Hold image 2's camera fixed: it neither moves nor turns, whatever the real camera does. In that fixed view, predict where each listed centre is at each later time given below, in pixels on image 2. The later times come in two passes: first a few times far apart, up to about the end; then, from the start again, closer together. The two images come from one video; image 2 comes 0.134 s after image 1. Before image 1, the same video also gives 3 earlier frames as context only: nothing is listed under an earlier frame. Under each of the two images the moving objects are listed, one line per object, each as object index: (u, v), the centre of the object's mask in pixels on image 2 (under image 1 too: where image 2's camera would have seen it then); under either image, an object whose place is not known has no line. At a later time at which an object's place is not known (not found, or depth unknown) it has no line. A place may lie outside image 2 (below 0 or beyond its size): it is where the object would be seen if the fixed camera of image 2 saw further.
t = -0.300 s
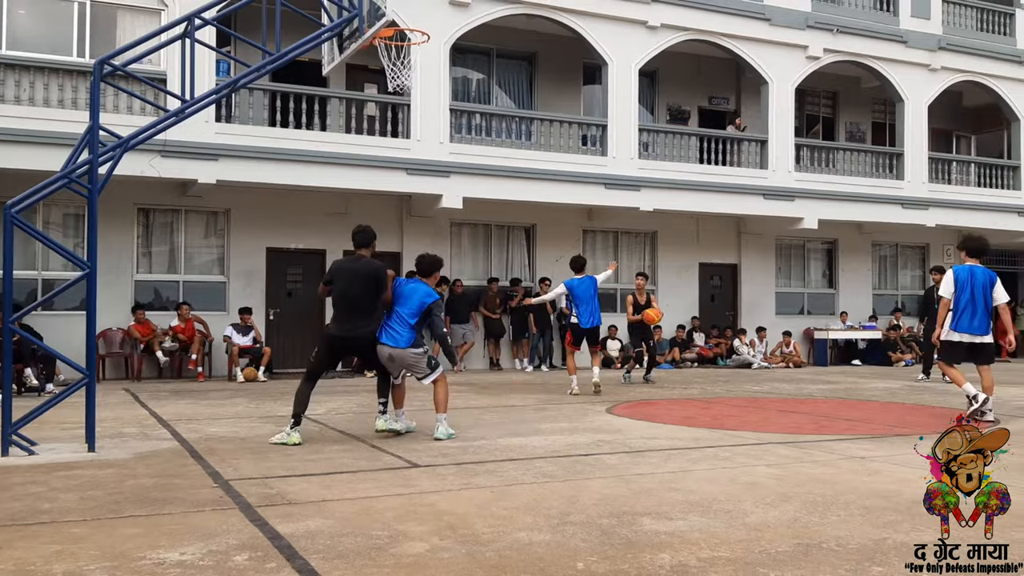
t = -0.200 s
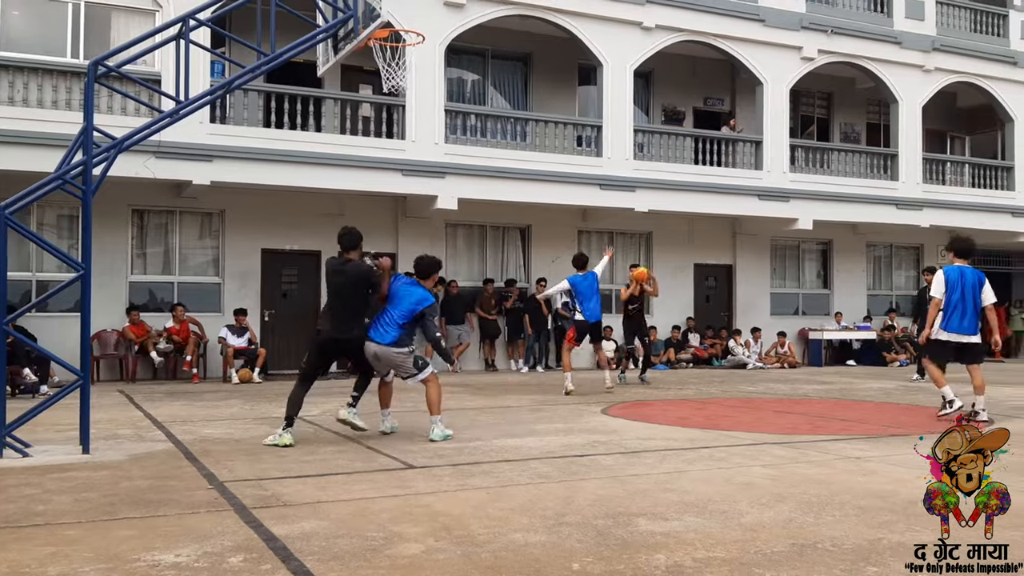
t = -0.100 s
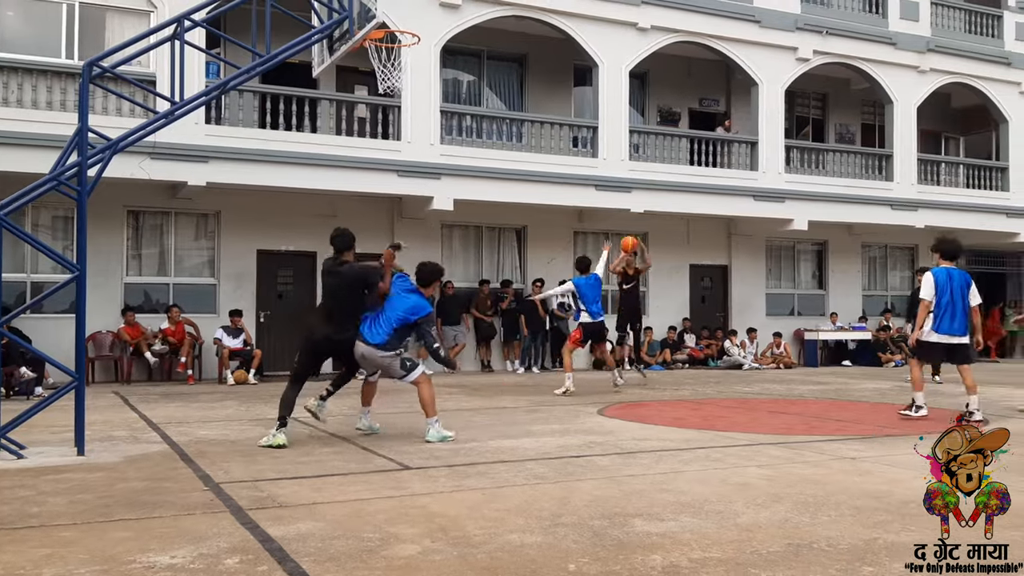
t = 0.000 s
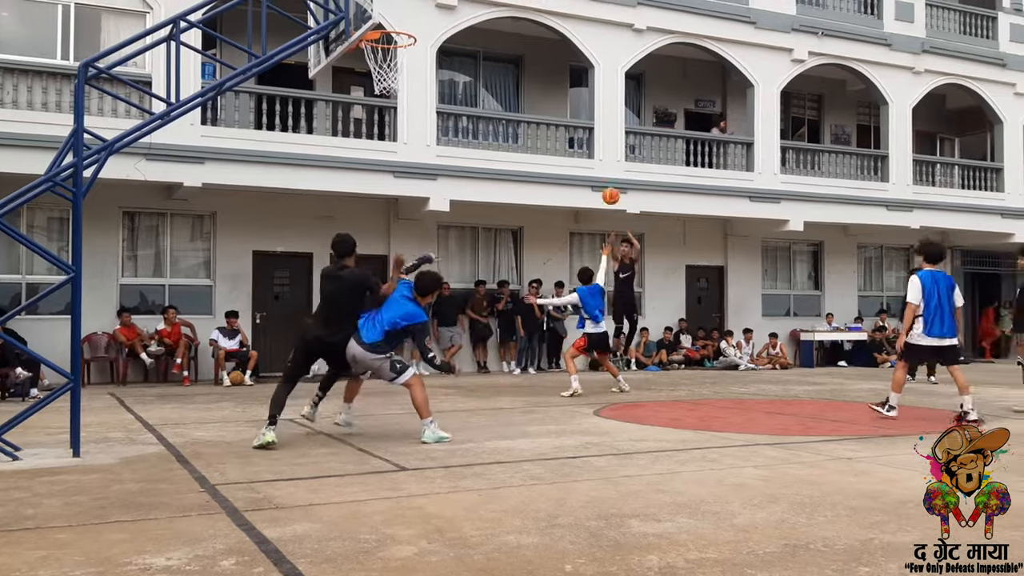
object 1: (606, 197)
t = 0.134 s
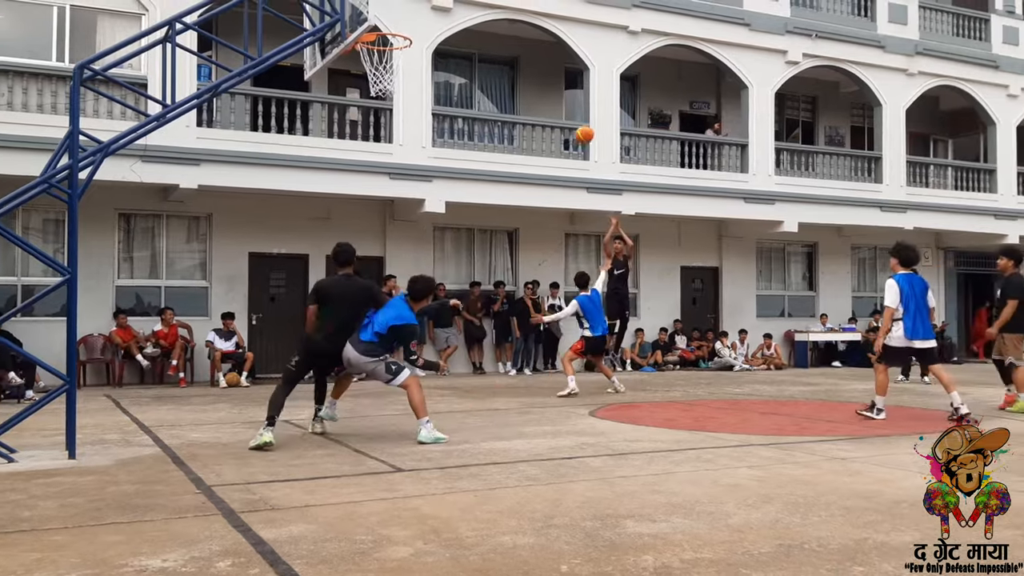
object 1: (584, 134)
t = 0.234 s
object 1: (567, 92)
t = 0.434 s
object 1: (526, 19)
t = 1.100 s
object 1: (378, -3)
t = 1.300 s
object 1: (478, 46)
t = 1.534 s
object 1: (596, 129)
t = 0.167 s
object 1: (579, 120)
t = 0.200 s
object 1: (573, 105)
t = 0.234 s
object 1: (567, 92)
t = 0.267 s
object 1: (560, 78)
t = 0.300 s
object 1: (554, 65)
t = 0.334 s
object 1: (547, 53)
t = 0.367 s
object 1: (540, 41)
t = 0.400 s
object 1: (533, 30)
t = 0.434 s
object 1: (526, 19)
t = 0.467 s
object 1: (518, 9)
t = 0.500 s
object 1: (511, 2)
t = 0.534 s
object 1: (503, -2)
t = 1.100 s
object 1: (378, -3)
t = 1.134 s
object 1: (393, 8)
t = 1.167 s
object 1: (409, 22)
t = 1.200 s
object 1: (425, 30)
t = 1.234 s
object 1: (443, 34)
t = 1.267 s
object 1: (460, 40)
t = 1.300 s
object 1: (478, 46)
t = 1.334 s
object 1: (495, 53)
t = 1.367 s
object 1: (512, 63)
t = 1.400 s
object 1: (528, 73)
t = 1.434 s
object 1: (546, 84)
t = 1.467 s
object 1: (563, 98)
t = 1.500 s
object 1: (580, 113)
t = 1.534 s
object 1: (596, 129)
